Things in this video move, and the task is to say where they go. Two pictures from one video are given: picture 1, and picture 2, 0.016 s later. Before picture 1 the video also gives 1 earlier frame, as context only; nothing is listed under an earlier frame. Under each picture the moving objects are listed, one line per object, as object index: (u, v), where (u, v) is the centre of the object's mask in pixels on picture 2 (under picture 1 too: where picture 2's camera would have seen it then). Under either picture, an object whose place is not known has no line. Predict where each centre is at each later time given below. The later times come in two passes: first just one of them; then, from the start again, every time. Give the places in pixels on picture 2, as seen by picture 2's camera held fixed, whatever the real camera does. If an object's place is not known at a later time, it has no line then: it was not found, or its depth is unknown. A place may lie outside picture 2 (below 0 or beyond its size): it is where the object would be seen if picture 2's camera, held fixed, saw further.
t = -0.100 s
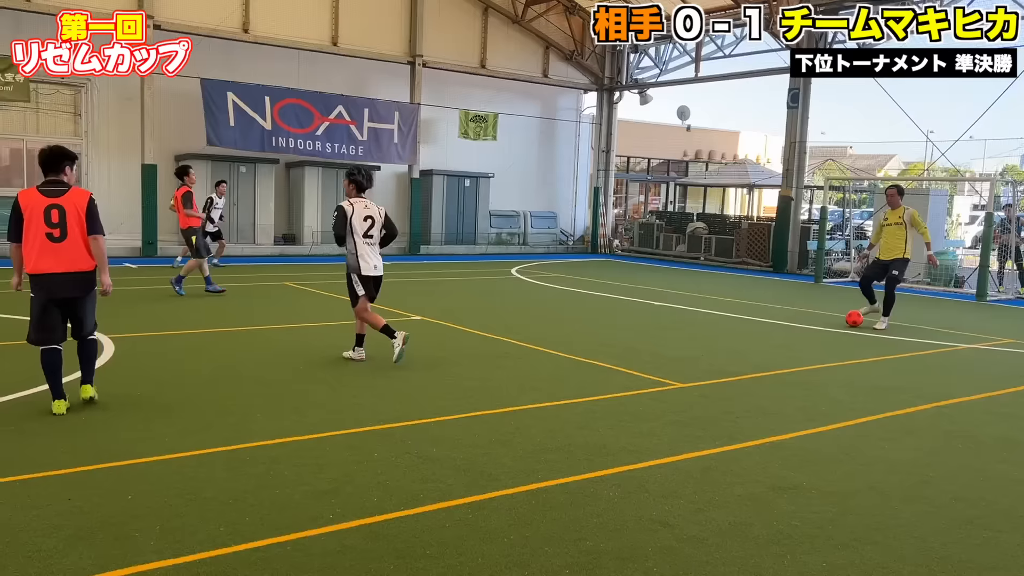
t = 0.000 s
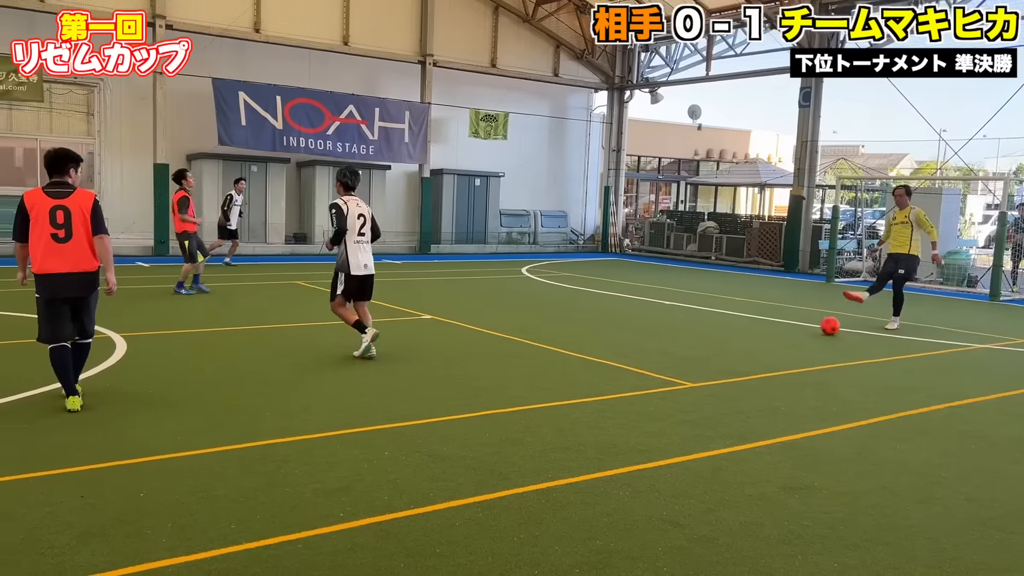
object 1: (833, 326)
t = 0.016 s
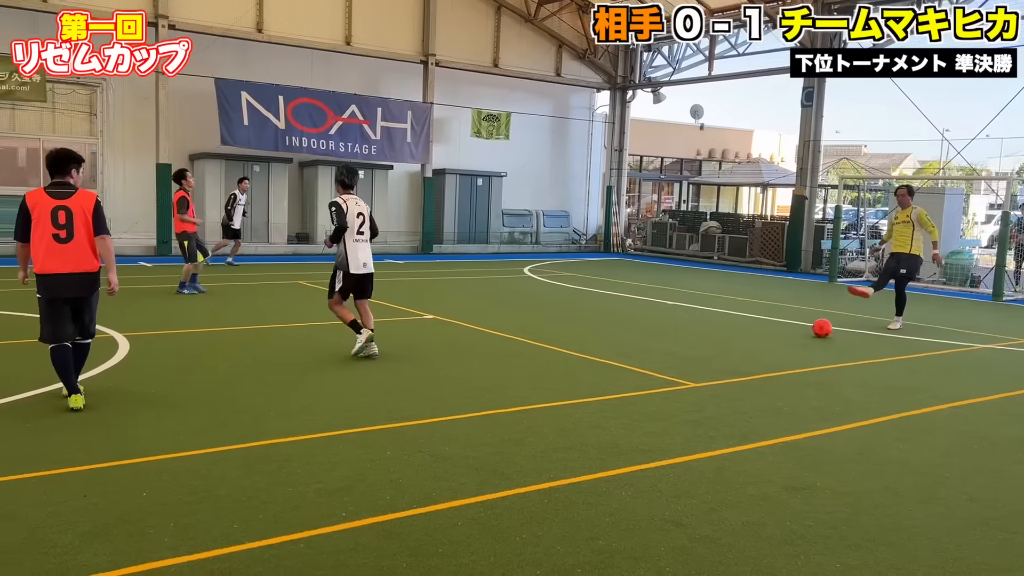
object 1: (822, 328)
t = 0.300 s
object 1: (581, 380)
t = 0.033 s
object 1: (811, 330)
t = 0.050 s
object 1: (800, 333)
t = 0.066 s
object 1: (789, 335)
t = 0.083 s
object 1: (777, 337)
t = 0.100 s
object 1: (765, 340)
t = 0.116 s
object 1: (753, 342)
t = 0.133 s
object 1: (740, 345)
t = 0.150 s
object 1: (727, 348)
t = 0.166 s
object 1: (713, 351)
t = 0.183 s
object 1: (698, 354)
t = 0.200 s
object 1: (683, 358)
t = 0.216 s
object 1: (668, 361)
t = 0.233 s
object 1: (651, 364)
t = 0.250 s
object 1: (634, 368)
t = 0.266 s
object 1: (617, 373)
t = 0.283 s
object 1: (600, 376)
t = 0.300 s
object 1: (581, 380)
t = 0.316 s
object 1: (562, 383)
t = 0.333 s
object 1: (541, 389)
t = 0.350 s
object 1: (520, 393)
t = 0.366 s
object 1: (497, 397)
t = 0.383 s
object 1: (475, 401)
